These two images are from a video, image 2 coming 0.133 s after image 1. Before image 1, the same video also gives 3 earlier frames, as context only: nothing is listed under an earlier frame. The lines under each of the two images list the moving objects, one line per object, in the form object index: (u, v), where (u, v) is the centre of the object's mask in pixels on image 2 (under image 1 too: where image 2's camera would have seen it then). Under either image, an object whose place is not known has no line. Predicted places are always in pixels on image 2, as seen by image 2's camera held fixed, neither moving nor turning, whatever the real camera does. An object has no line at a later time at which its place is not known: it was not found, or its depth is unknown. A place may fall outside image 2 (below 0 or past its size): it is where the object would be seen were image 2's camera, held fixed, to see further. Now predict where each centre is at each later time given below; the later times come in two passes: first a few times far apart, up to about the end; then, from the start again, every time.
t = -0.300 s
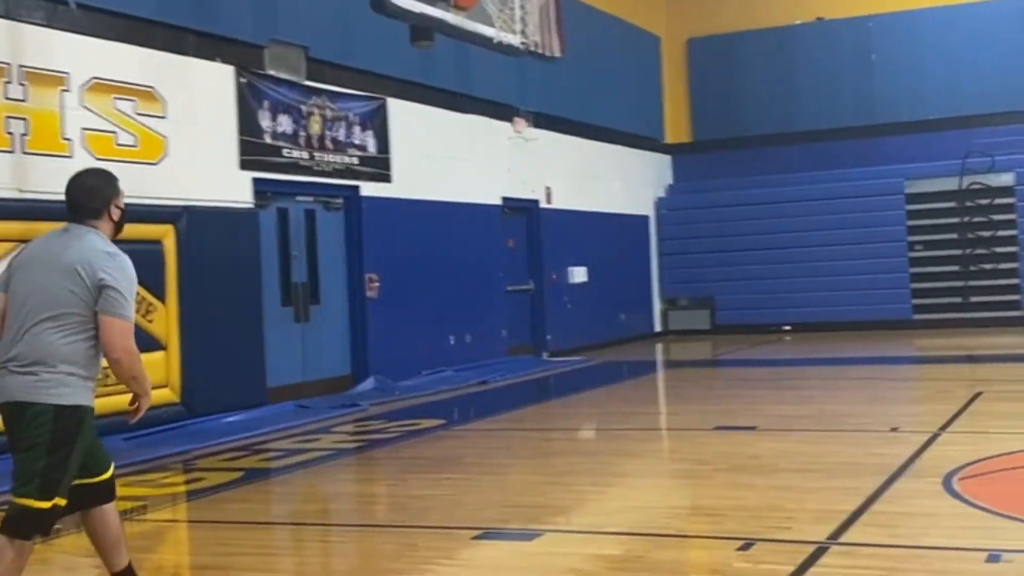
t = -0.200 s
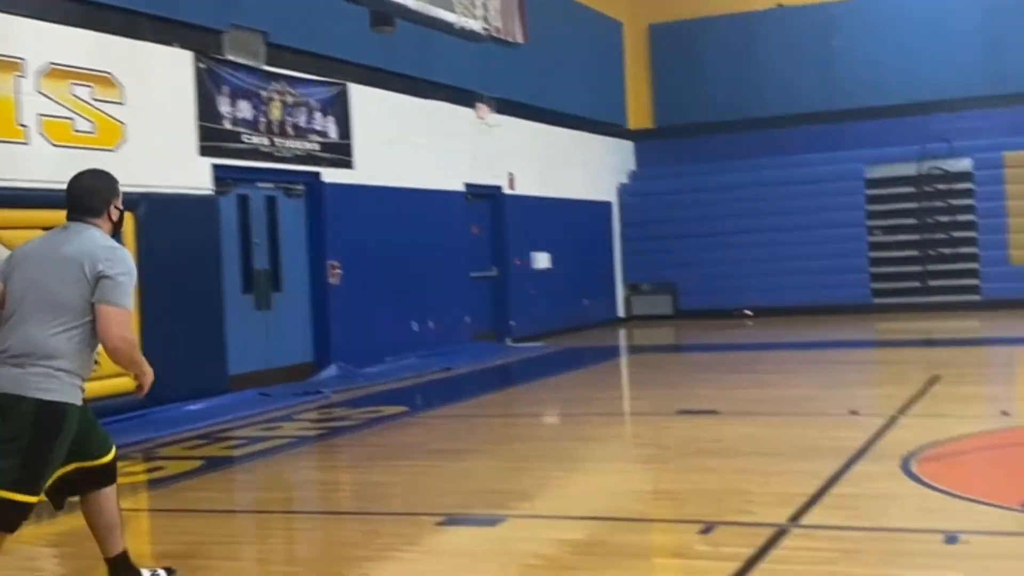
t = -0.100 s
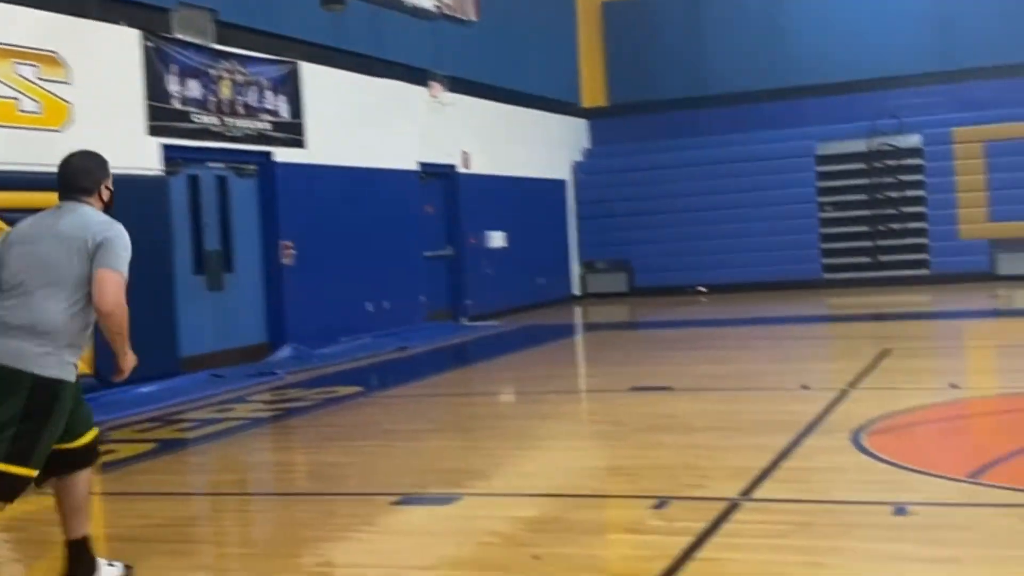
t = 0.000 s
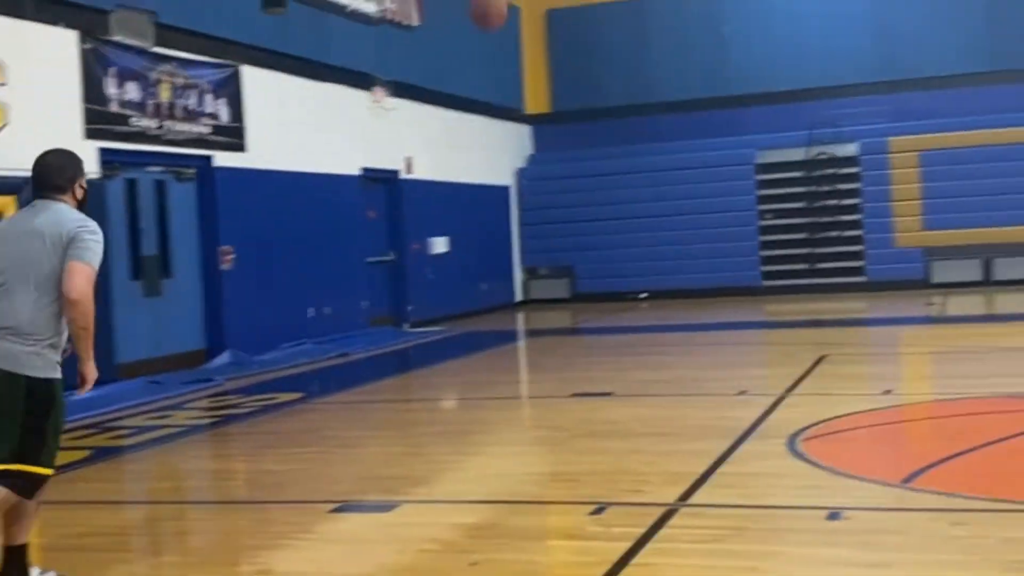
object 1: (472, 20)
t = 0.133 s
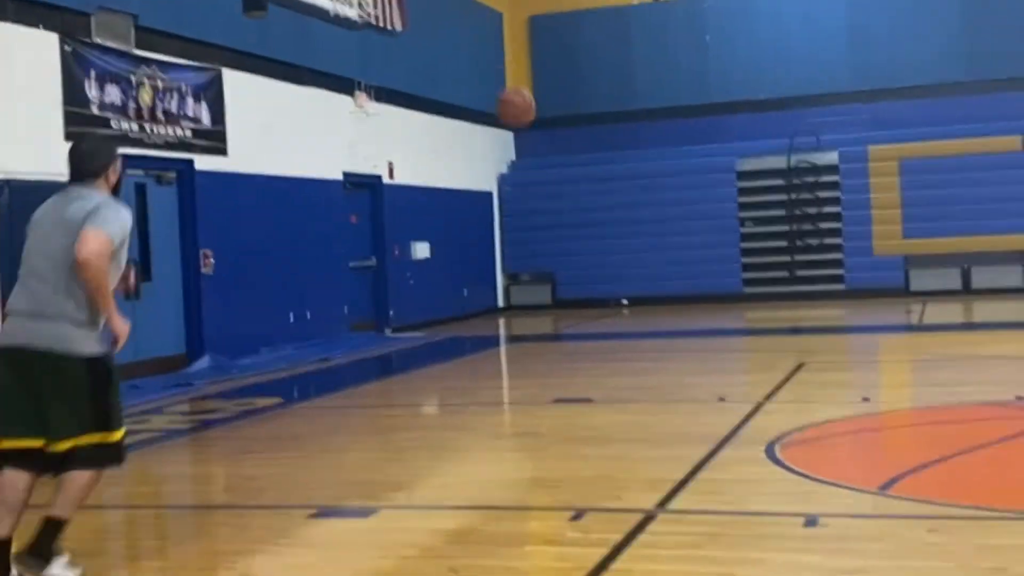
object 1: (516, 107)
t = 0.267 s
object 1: (562, 224)
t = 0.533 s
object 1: (648, 340)
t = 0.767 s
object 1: (713, 197)
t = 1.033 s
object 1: (791, 146)
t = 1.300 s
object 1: (873, 212)
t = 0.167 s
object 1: (527, 134)
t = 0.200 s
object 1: (538, 162)
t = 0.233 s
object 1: (550, 192)
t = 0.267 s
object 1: (562, 224)
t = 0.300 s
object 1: (574, 257)
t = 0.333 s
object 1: (586, 294)
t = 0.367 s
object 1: (596, 332)
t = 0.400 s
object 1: (606, 373)
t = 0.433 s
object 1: (619, 414)
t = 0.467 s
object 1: (630, 399)
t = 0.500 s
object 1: (639, 368)
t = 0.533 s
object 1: (648, 340)
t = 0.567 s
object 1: (657, 314)
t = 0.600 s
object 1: (666, 289)
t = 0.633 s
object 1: (675, 266)
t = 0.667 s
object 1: (684, 247)
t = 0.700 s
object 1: (694, 229)
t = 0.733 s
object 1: (703, 212)
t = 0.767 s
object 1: (713, 197)
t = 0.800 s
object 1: (722, 184)
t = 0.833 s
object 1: (732, 174)
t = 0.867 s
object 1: (741, 164)
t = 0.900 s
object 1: (751, 158)
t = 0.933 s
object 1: (761, 152)
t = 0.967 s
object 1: (771, 149)
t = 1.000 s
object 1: (781, 147)
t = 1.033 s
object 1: (791, 146)
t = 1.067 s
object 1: (801, 148)
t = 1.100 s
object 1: (810, 152)
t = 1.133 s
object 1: (821, 157)
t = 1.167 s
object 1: (831, 164)
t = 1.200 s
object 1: (841, 172)
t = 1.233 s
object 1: (851, 183)
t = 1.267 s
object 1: (861, 197)
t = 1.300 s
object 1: (873, 212)
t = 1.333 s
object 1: (884, 228)
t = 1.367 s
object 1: (894, 245)
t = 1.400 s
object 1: (906, 263)
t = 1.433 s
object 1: (920, 286)
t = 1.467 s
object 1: (933, 310)
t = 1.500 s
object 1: (950, 336)
